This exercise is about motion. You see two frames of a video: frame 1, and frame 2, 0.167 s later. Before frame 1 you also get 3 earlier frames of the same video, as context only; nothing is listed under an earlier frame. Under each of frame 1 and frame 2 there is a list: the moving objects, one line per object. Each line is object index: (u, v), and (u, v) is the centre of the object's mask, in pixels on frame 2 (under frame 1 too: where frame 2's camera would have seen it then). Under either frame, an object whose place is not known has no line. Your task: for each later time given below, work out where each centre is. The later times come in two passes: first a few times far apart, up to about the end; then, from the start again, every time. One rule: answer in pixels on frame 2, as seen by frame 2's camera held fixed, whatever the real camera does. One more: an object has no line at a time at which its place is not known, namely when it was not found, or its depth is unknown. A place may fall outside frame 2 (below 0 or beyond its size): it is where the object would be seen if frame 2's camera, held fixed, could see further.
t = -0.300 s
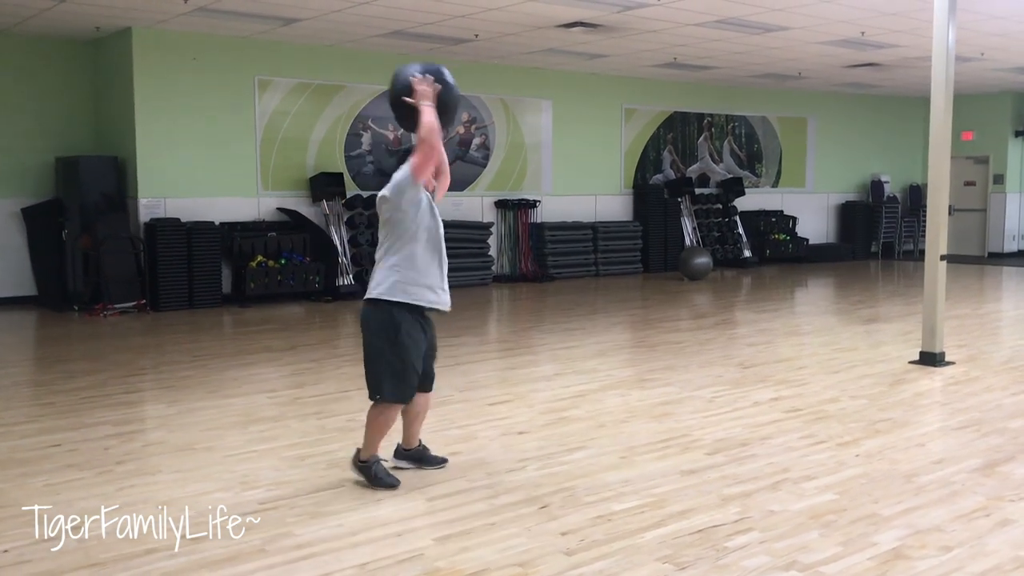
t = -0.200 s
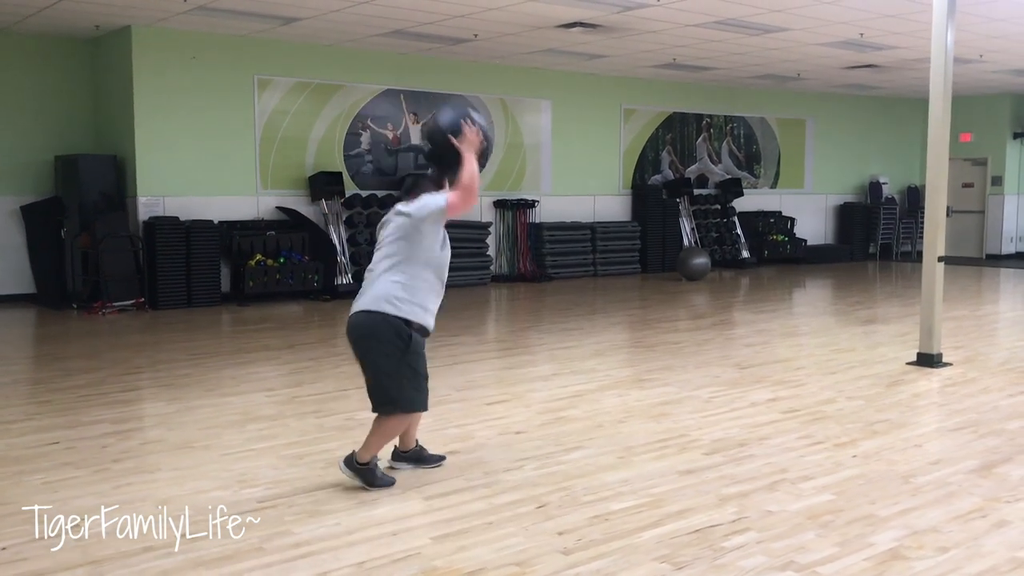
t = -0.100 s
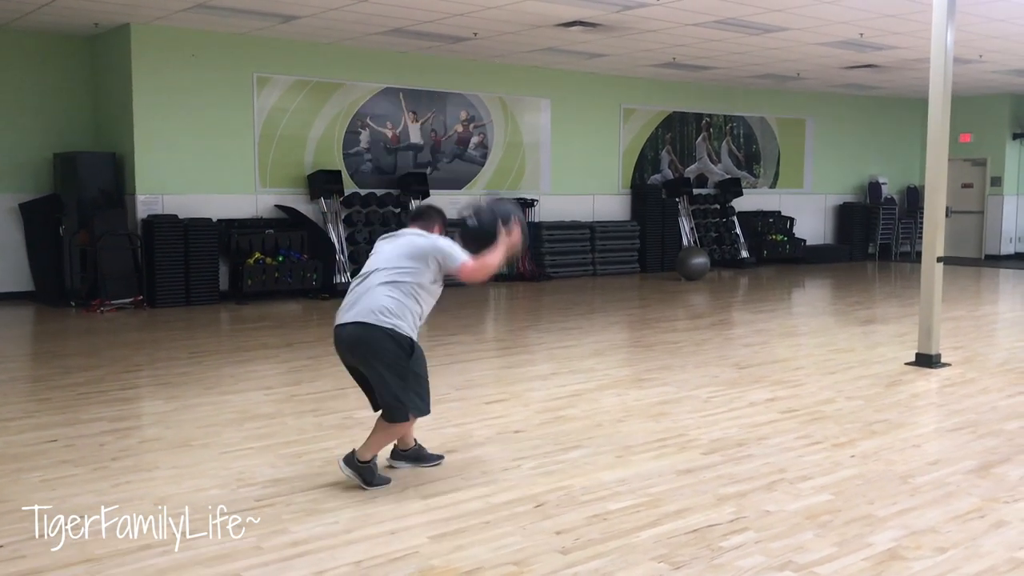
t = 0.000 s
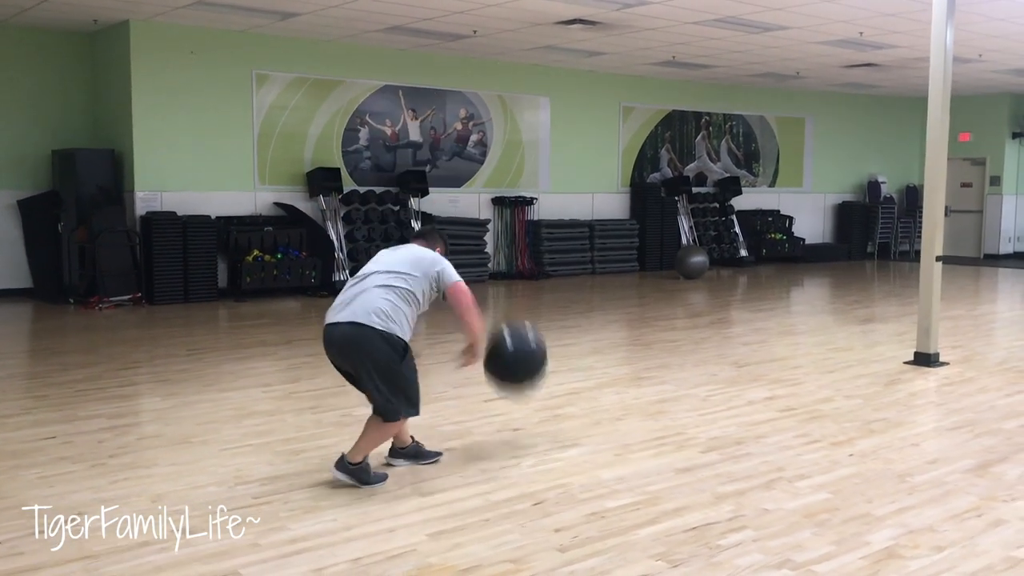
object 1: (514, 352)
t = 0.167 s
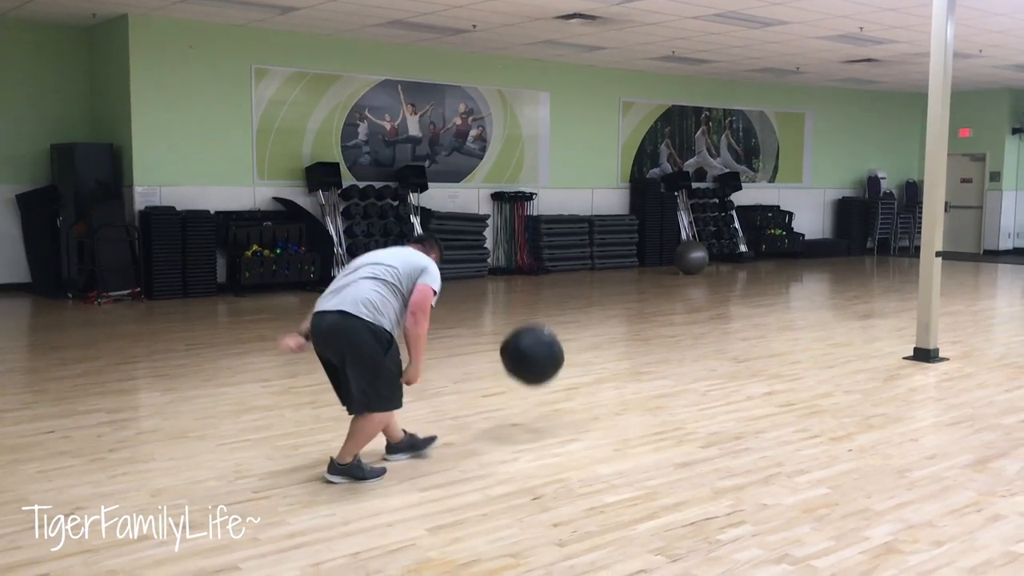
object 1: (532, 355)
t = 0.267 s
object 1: (537, 318)
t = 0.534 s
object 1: (550, 299)
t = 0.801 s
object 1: (562, 379)
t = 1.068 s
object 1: (575, 350)
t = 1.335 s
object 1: (590, 356)
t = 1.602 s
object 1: (603, 361)
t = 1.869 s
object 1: (617, 358)
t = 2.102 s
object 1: (627, 356)
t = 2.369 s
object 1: (632, 355)
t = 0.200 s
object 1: (534, 340)
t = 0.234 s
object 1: (536, 328)
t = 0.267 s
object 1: (537, 318)
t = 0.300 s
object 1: (539, 309)
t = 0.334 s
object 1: (541, 303)
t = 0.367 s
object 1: (543, 298)
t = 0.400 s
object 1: (544, 294)
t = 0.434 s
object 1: (546, 293)
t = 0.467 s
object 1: (547, 293)
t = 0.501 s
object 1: (549, 295)
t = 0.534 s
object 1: (550, 299)
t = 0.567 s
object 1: (552, 304)
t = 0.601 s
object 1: (553, 312)
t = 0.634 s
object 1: (554, 320)
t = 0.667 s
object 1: (556, 329)
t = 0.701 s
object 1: (557, 341)
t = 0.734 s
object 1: (559, 353)
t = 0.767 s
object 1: (560, 368)
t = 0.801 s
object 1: (562, 379)
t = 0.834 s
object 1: (563, 373)
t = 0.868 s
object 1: (565, 363)
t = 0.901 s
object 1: (567, 357)
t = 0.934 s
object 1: (568, 352)
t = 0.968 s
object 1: (570, 349)
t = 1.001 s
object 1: (572, 348)
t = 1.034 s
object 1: (573, 349)
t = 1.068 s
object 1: (575, 350)
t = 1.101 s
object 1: (576, 353)
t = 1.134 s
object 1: (578, 359)
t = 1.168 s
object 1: (579, 365)
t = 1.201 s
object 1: (581, 367)
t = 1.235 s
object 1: (583, 363)
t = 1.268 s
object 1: (585, 359)
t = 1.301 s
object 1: (588, 357)
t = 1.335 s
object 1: (590, 356)
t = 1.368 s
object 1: (592, 357)
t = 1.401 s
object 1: (593, 359)
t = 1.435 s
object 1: (595, 362)
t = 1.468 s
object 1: (597, 362)
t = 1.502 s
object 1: (598, 359)
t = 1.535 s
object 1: (600, 359)
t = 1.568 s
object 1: (601, 359)
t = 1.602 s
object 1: (603, 361)
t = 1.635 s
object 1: (605, 360)
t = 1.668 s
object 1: (606, 359)
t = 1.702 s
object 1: (608, 359)
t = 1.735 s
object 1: (610, 359)
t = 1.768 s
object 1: (612, 359)
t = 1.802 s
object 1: (614, 358)
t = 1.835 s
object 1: (616, 358)
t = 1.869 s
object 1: (617, 358)
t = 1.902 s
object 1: (619, 358)
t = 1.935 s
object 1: (620, 357)
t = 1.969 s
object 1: (622, 357)
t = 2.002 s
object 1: (623, 357)
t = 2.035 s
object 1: (625, 356)
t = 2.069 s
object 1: (626, 356)
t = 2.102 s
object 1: (627, 356)
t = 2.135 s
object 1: (628, 356)
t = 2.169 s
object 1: (629, 356)
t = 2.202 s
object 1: (630, 356)
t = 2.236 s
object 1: (631, 356)
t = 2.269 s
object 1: (631, 356)
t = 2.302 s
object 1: (632, 356)
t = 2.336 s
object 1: (632, 355)
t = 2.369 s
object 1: (632, 355)
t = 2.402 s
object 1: (633, 356)
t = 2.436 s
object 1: (633, 356)
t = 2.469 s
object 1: (633, 356)
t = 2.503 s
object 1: (633, 356)
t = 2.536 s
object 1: (633, 356)
